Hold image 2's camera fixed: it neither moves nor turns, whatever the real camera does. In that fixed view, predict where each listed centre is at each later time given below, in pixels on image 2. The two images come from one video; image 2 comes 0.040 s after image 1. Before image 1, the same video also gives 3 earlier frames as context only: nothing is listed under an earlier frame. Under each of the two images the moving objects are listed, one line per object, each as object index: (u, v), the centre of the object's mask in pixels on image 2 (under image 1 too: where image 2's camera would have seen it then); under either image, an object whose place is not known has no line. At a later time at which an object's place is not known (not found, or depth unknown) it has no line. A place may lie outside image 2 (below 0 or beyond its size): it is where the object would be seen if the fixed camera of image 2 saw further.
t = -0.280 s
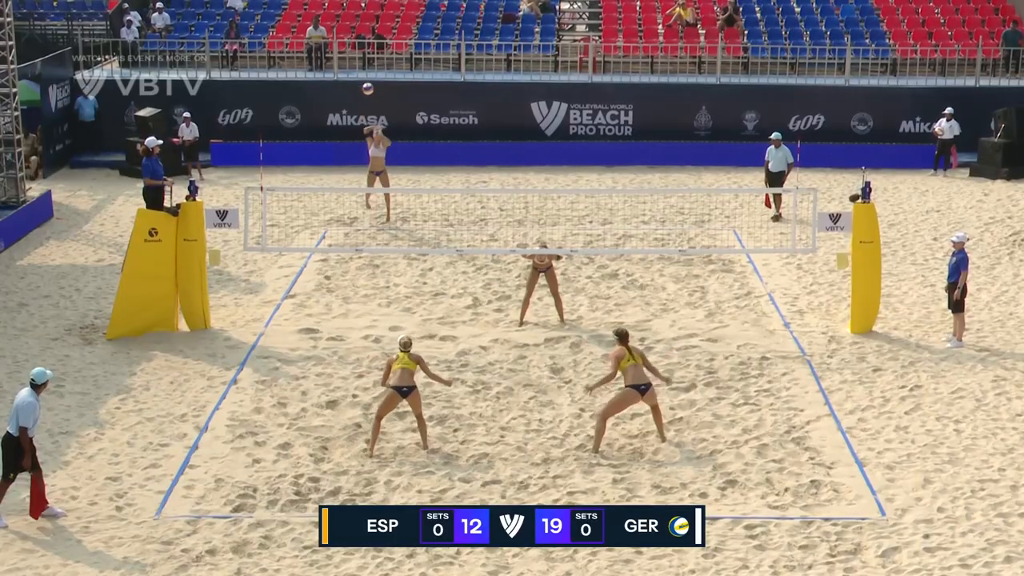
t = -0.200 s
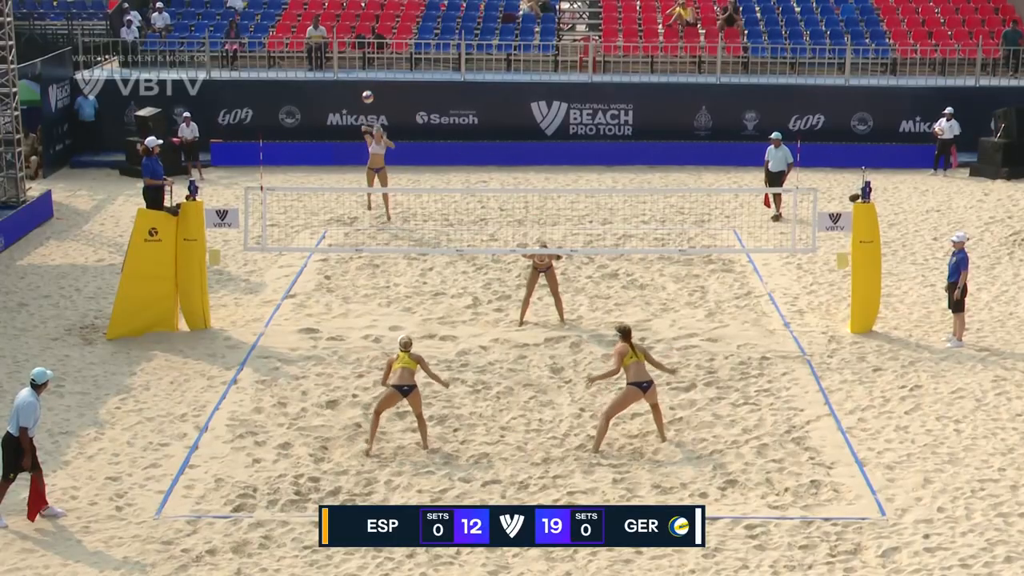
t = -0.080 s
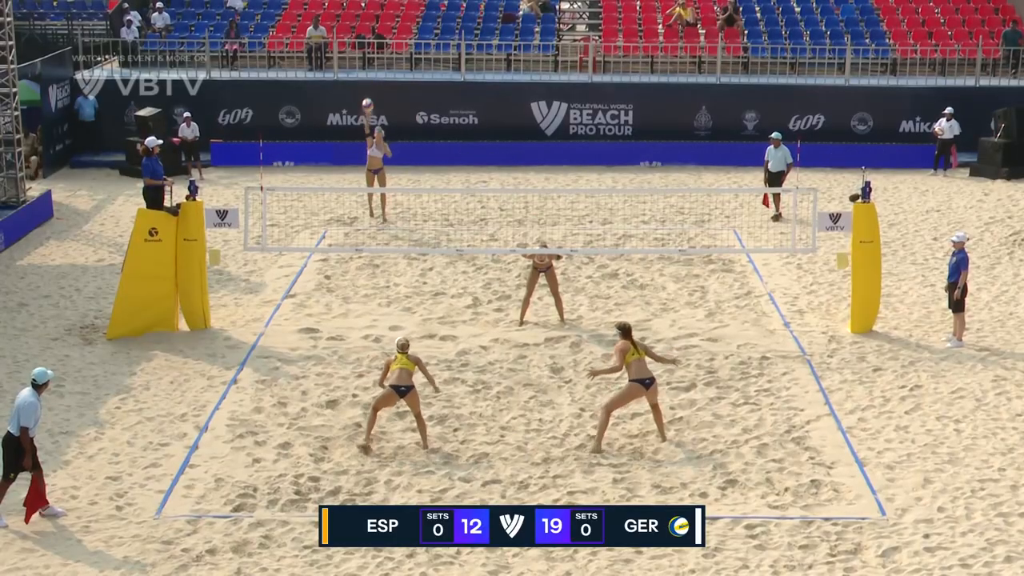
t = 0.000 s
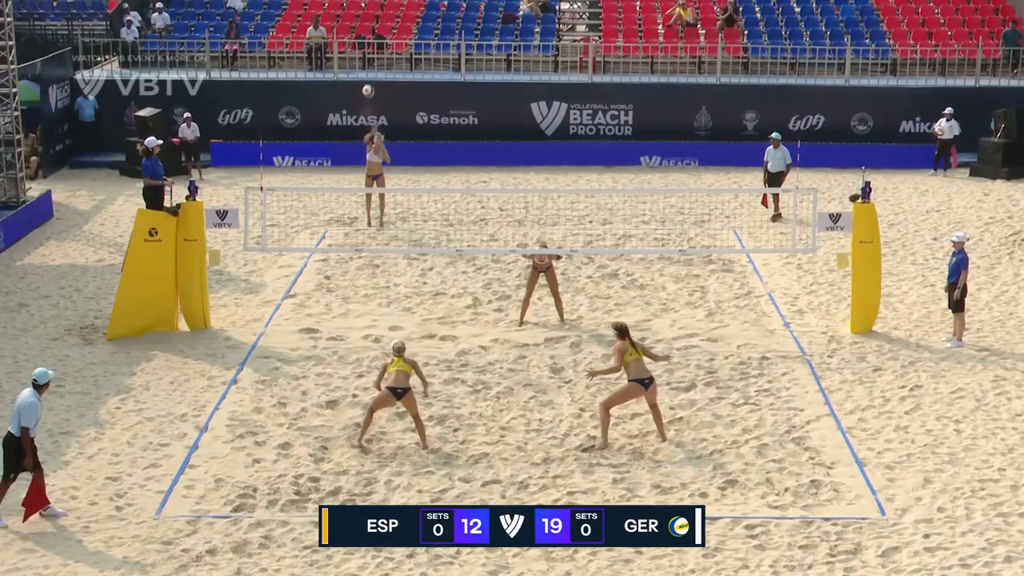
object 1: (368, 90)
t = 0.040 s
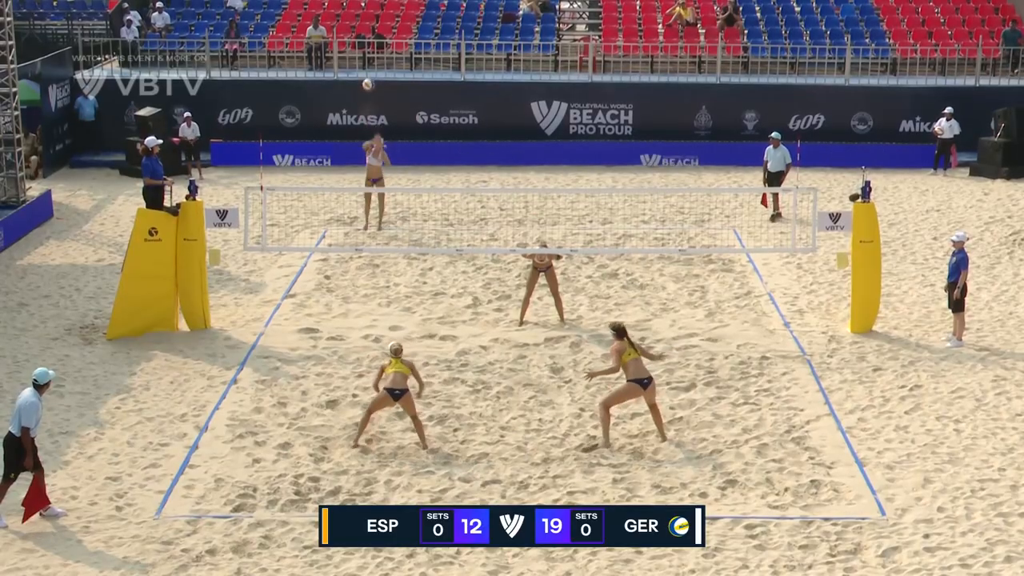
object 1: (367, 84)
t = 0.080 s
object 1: (367, 80)
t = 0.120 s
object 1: (369, 75)
